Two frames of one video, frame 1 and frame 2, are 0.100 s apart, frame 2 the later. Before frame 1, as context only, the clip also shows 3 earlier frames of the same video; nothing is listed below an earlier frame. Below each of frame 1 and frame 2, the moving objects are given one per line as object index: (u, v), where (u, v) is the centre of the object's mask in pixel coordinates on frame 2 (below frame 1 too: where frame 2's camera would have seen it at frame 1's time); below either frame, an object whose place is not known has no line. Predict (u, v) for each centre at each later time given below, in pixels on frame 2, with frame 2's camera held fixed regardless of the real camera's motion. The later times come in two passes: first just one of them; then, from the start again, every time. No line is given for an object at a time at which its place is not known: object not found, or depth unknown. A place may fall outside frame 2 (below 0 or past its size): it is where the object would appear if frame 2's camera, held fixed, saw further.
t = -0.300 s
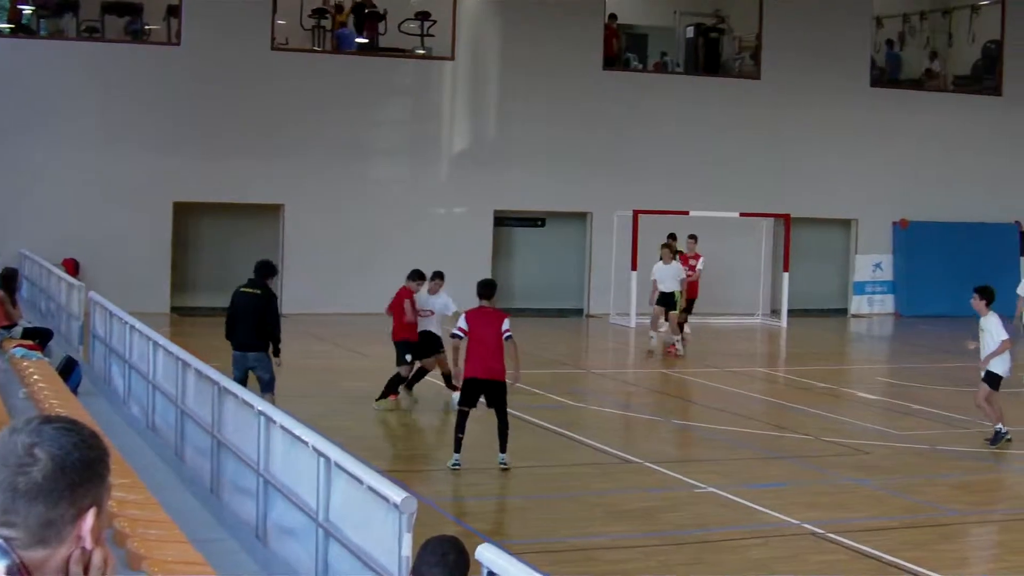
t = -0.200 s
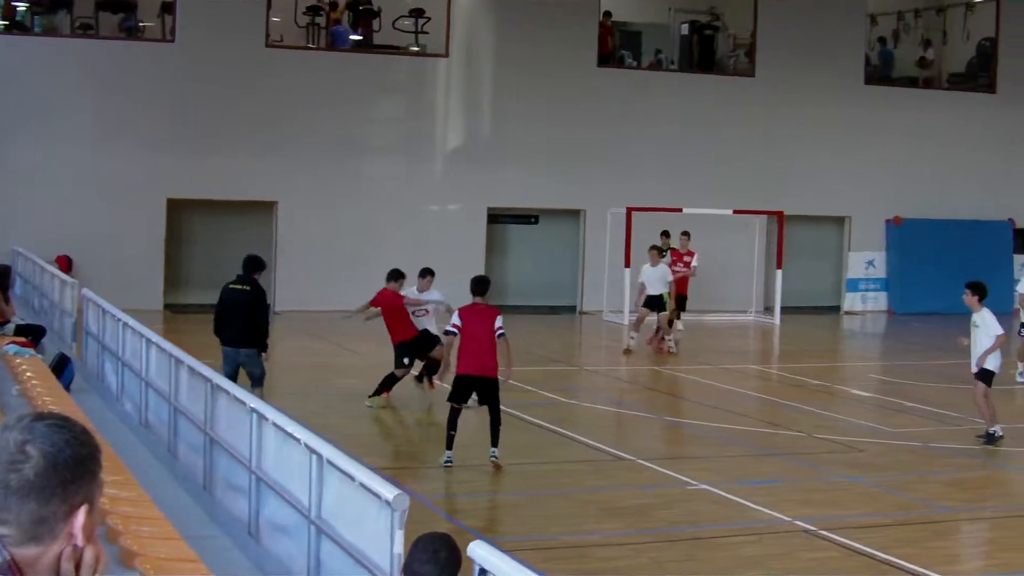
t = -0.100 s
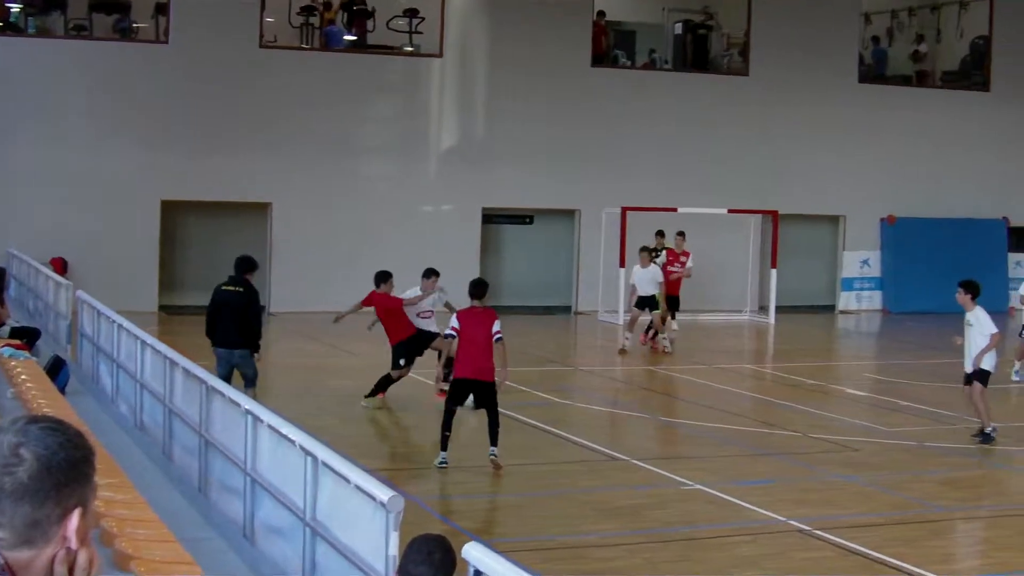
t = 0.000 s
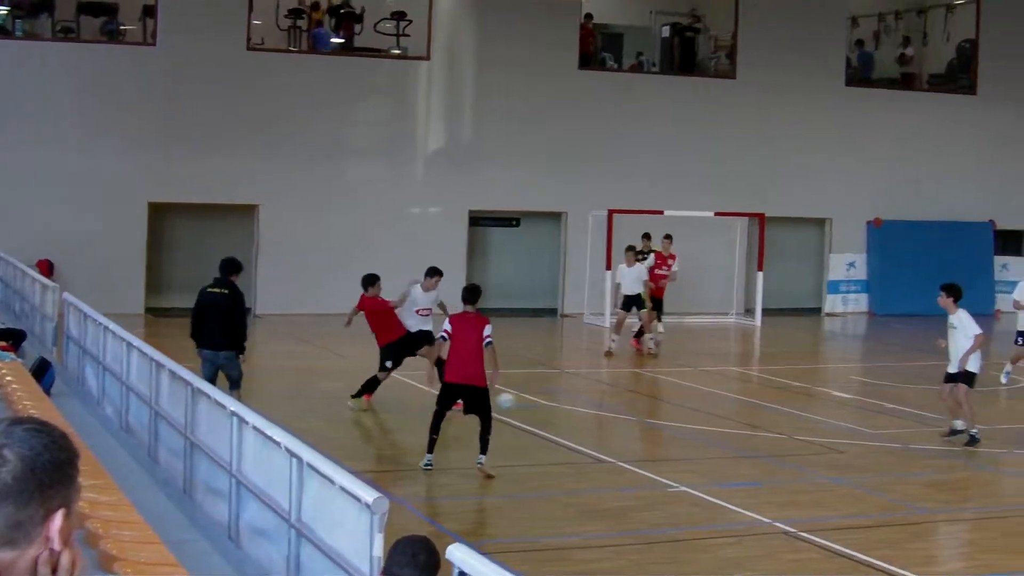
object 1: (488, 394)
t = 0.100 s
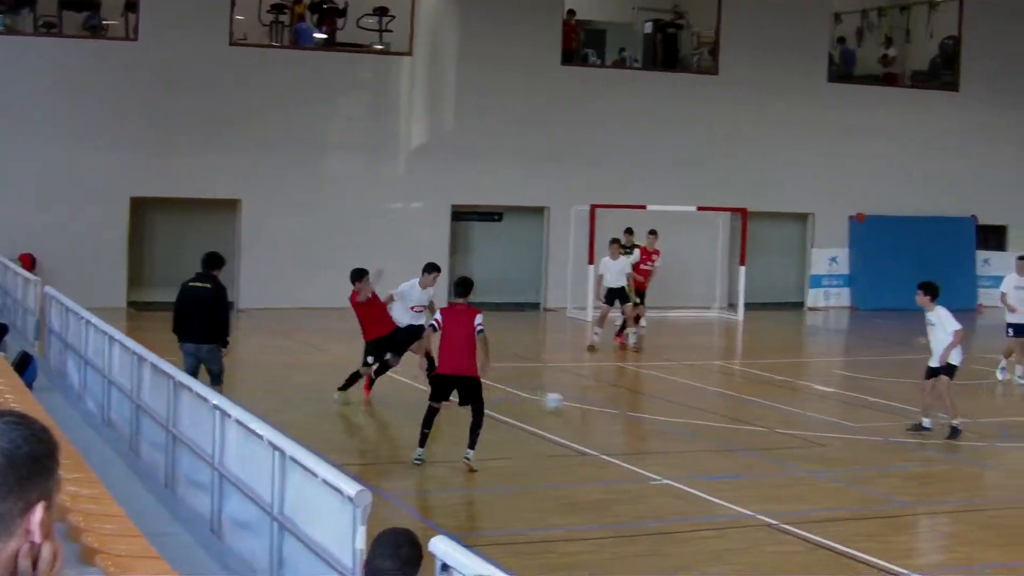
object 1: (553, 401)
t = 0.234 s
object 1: (628, 409)
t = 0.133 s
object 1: (572, 403)
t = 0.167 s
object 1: (586, 403)
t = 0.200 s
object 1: (608, 406)
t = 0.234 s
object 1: (628, 409)
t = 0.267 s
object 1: (647, 412)
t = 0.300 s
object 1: (664, 412)
